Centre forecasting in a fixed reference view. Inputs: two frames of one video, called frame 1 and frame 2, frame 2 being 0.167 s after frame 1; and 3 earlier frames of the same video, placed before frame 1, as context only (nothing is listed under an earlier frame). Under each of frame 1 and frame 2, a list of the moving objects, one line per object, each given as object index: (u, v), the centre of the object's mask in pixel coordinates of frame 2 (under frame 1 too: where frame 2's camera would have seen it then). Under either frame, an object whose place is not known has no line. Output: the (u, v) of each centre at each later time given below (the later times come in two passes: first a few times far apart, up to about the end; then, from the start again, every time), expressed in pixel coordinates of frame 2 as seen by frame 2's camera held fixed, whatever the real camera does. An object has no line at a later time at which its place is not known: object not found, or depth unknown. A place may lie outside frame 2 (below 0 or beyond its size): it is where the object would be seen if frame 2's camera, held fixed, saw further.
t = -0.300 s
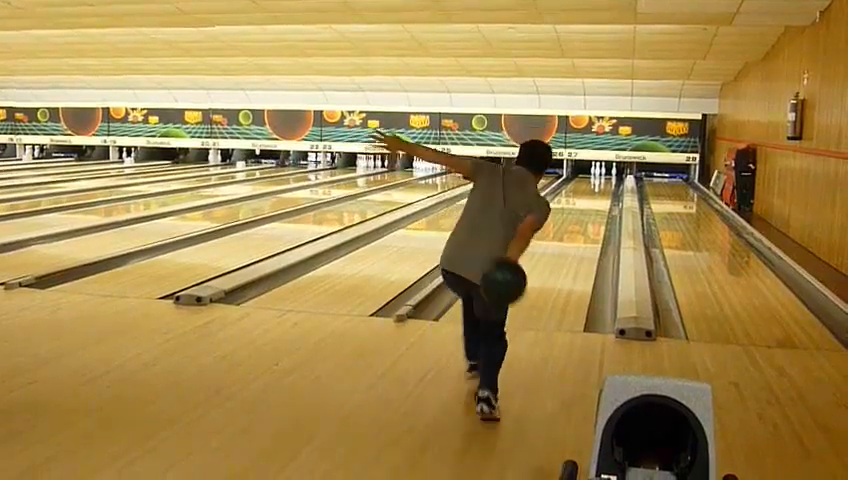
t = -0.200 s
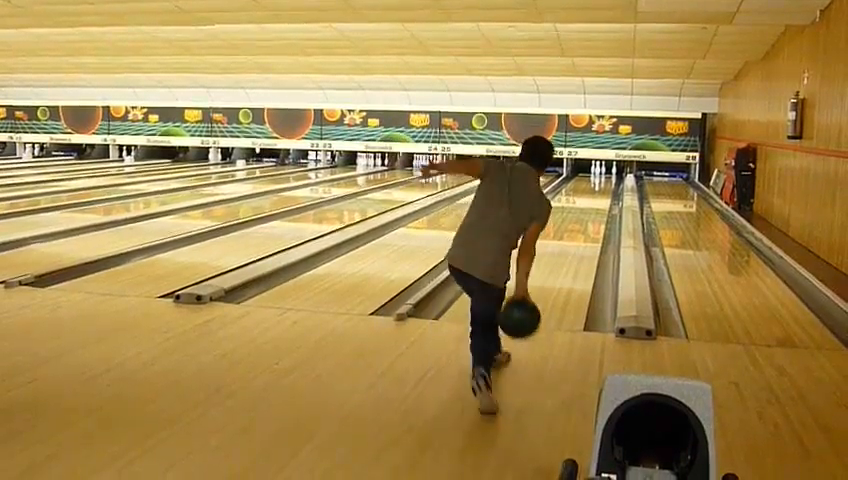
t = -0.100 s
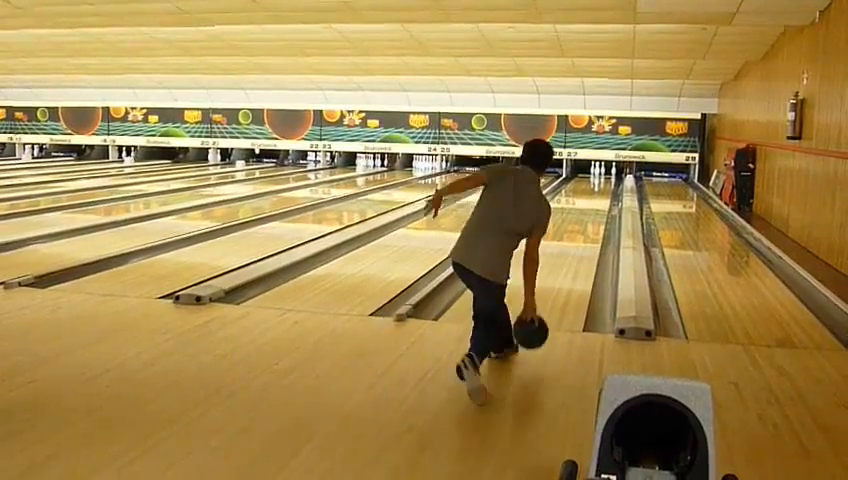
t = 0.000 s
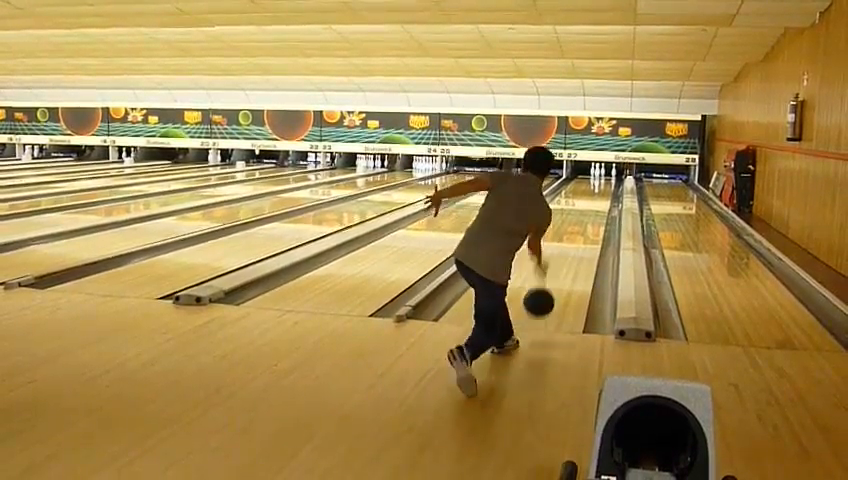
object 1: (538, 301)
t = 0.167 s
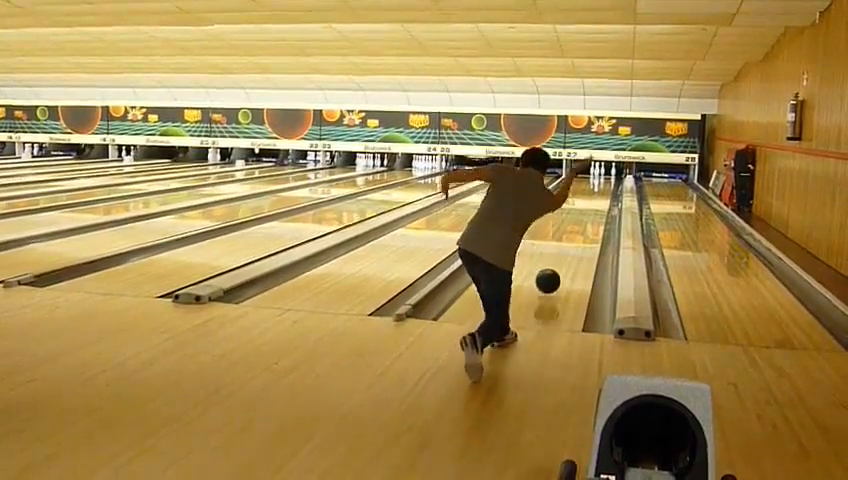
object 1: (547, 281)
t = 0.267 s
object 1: (552, 267)
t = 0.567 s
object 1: (561, 234)
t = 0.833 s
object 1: (567, 215)
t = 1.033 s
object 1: (570, 205)
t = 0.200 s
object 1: (549, 278)
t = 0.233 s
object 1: (551, 272)
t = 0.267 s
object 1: (552, 267)
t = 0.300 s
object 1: (553, 263)
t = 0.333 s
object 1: (555, 259)
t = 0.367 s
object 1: (556, 255)
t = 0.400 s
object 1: (557, 251)
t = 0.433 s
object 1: (557, 248)
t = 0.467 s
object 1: (564, 243)
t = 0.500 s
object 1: (560, 240)
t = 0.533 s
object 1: (560, 237)
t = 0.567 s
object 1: (561, 234)
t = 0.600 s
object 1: (562, 232)
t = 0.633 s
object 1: (563, 229)
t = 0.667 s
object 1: (564, 226)
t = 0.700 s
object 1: (564, 224)
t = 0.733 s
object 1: (565, 222)
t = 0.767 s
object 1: (566, 219)
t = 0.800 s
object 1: (566, 217)
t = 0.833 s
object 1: (567, 215)
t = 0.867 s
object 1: (568, 213)
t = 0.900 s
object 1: (568, 211)
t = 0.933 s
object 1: (569, 210)
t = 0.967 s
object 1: (569, 208)
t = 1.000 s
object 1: (570, 206)
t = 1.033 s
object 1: (570, 205)
